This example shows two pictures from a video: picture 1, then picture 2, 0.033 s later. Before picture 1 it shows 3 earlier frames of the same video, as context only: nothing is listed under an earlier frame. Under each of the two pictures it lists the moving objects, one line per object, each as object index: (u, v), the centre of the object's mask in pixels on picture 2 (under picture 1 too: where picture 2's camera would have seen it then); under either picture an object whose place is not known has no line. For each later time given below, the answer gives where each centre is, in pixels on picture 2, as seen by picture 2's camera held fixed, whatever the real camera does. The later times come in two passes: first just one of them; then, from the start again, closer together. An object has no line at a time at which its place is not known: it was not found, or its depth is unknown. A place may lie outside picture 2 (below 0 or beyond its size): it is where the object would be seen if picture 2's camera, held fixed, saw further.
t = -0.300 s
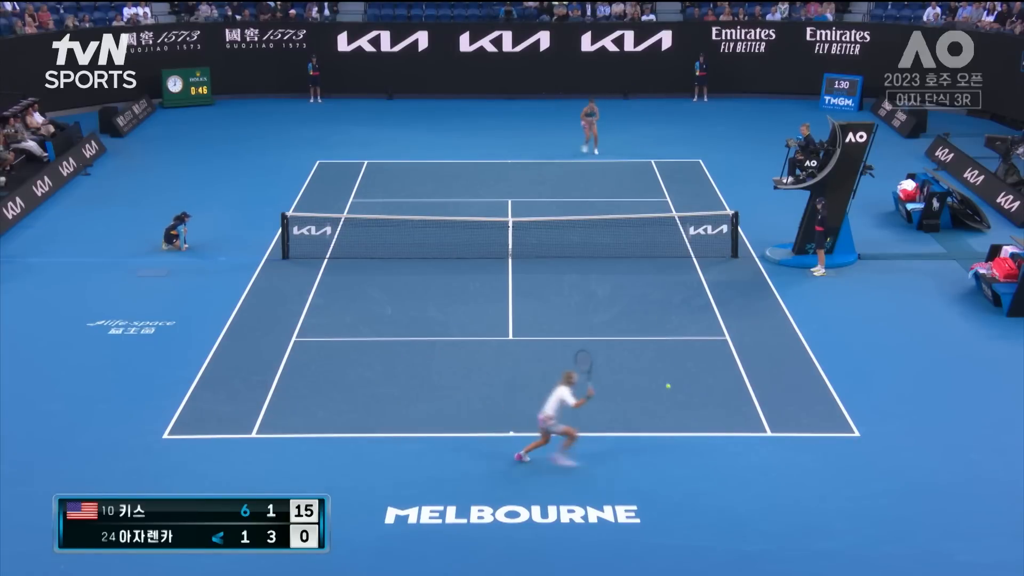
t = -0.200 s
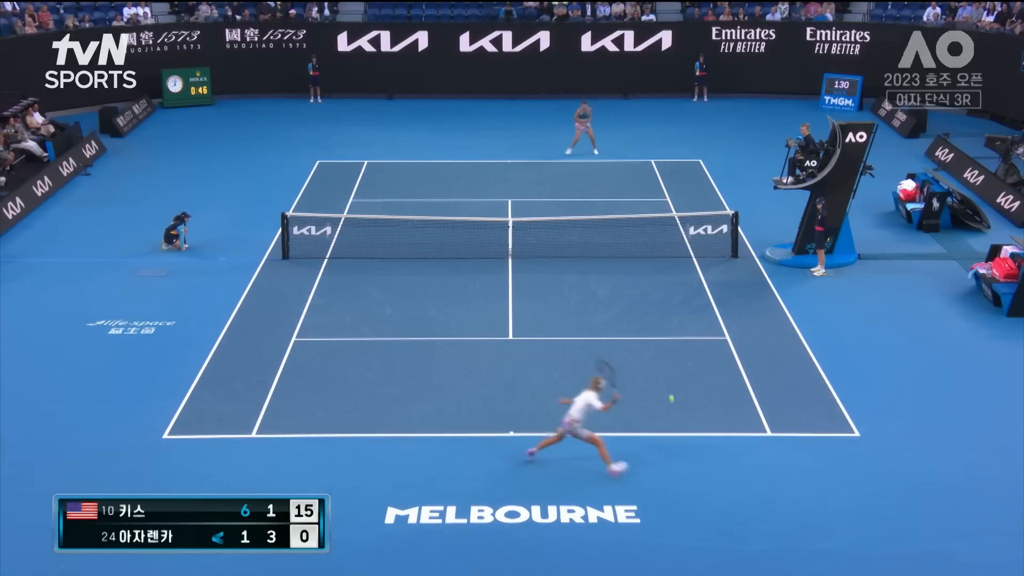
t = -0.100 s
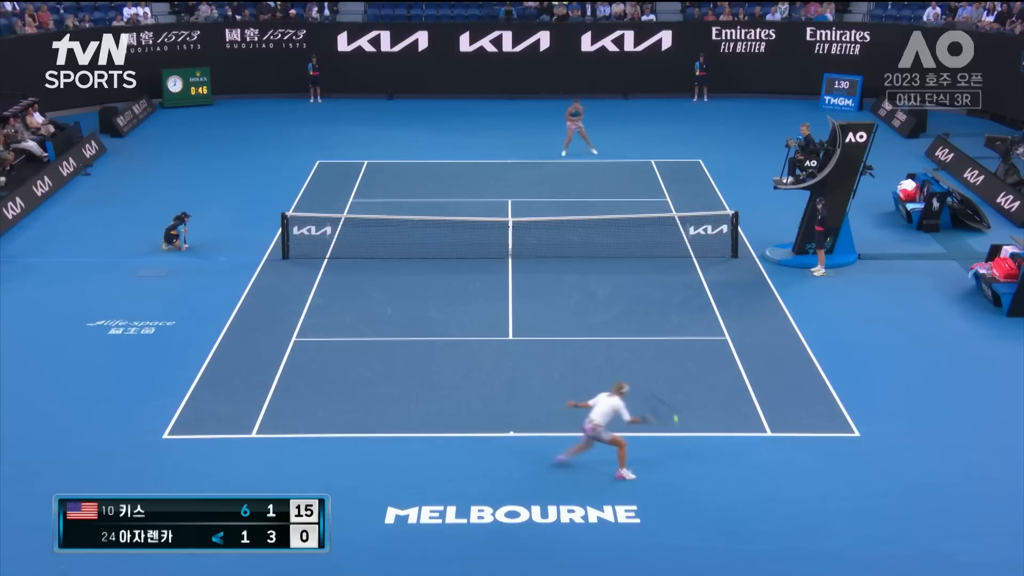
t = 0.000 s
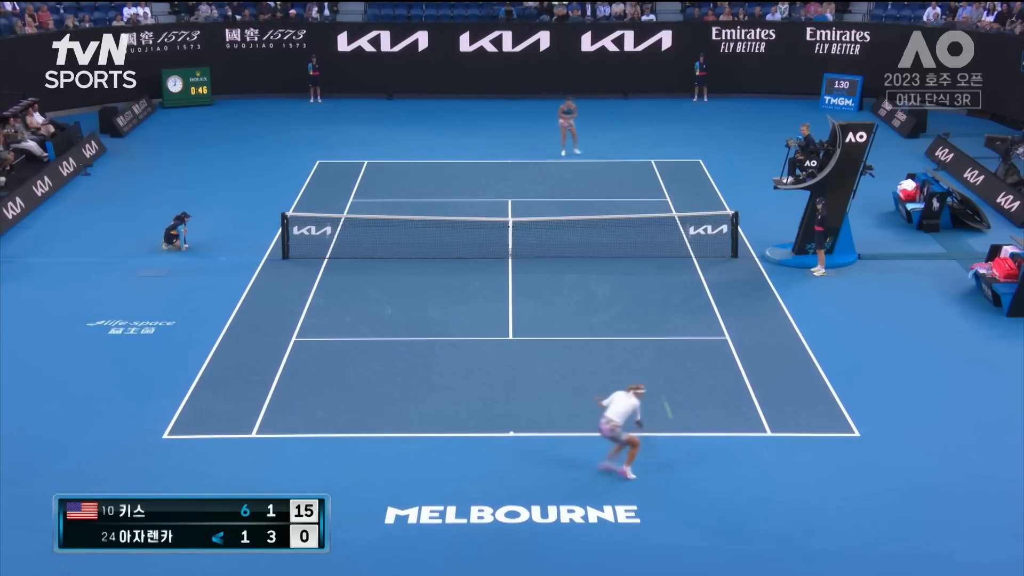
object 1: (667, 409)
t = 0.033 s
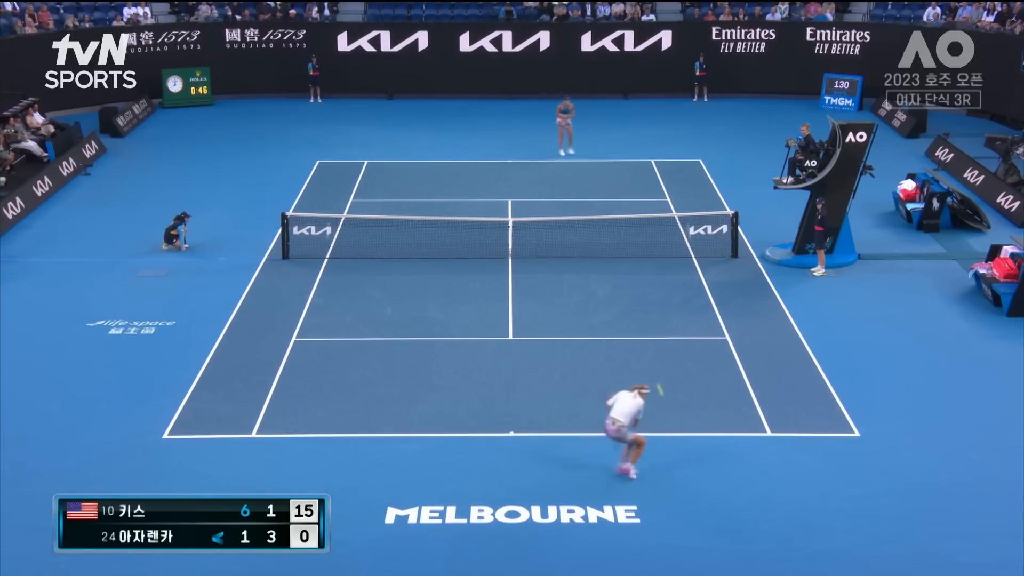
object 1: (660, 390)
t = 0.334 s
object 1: (609, 272)
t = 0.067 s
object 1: (652, 370)
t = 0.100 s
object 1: (646, 356)
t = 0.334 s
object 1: (609, 272)
